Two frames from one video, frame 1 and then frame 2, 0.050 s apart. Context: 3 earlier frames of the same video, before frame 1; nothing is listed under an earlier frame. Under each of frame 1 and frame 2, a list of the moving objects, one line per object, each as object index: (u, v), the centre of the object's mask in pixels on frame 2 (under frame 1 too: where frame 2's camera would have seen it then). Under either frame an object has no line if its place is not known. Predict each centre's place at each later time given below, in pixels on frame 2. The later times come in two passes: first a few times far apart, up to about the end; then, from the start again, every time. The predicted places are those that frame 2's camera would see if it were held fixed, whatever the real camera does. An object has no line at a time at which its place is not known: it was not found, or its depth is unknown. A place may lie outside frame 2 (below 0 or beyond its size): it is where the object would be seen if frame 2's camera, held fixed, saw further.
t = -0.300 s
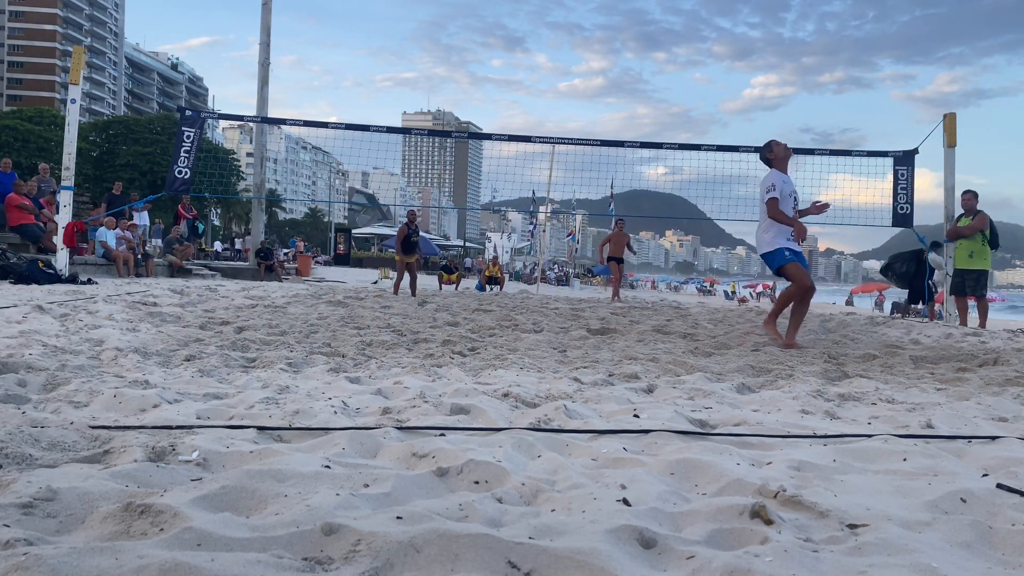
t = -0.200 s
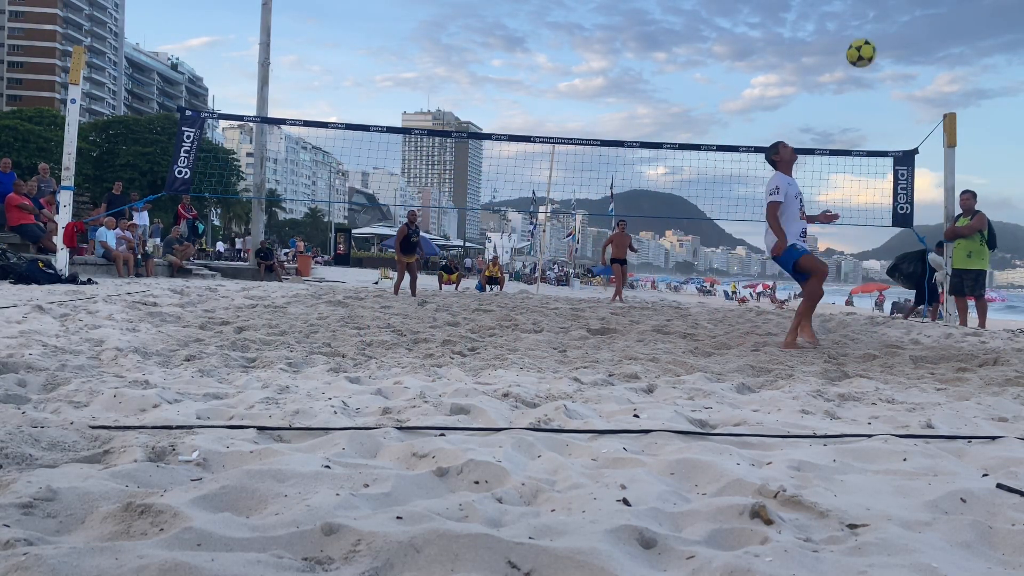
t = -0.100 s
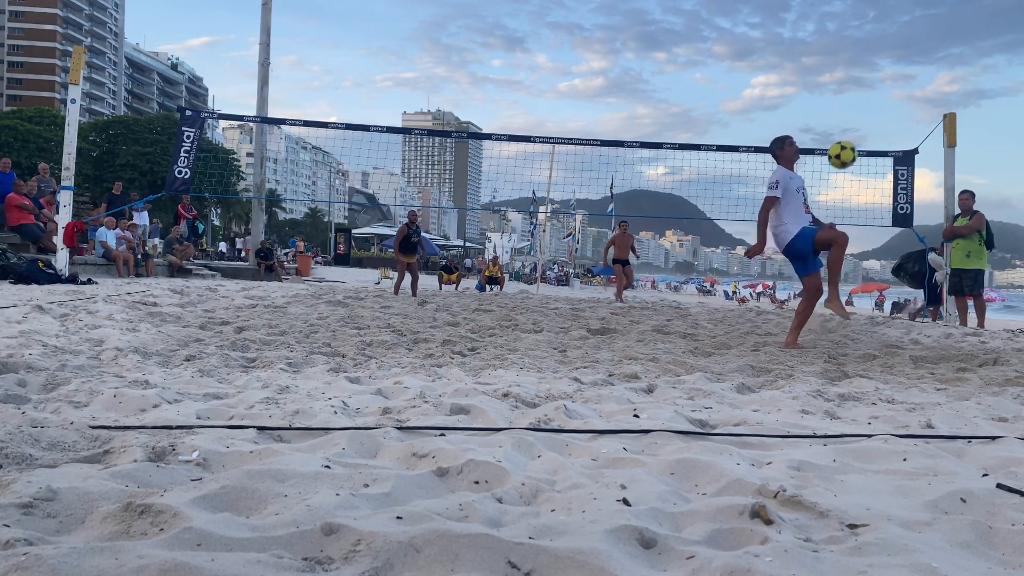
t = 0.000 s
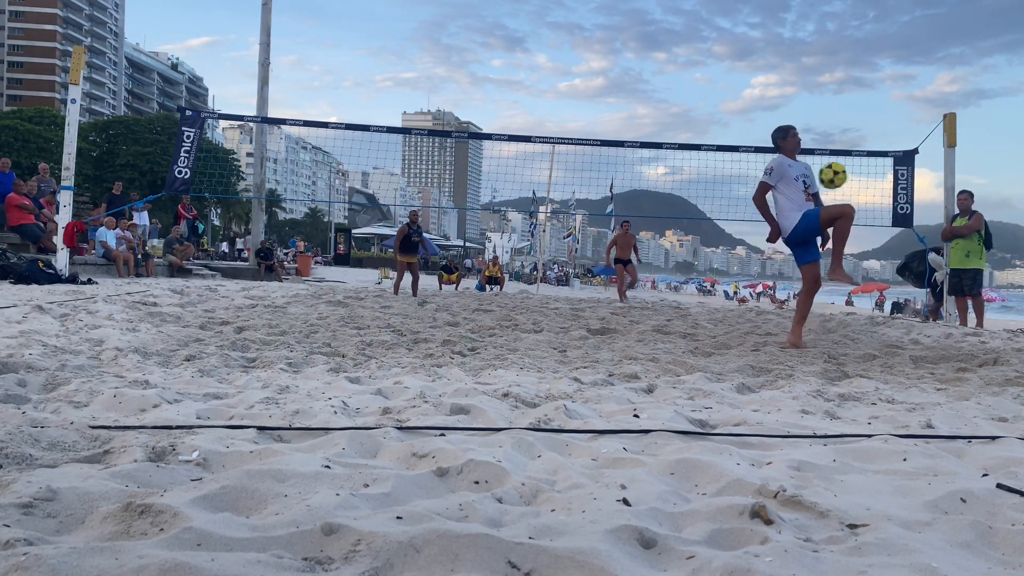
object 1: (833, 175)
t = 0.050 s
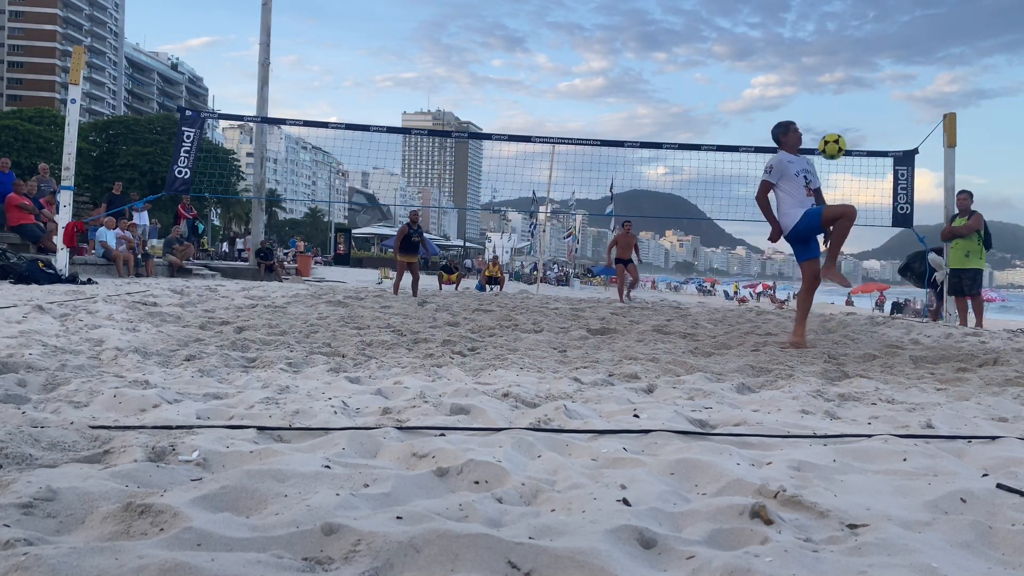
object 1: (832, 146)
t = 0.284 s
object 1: (829, 64)
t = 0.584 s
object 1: (821, 57)
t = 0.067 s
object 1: (832, 137)
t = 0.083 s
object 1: (832, 129)
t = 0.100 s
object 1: (832, 122)
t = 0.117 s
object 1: (832, 114)
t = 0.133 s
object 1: (831, 107)
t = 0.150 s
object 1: (831, 101)
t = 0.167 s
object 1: (831, 95)
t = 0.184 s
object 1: (831, 89)
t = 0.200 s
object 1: (830, 84)
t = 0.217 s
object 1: (830, 79)
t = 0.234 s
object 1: (830, 75)
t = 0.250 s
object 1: (829, 71)
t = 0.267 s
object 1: (829, 67)
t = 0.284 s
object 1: (829, 64)
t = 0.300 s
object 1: (828, 61)
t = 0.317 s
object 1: (828, 58)
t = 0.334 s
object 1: (828, 56)
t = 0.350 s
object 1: (827, 54)
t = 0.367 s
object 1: (827, 53)
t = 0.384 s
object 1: (826, 51)
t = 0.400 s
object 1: (826, 50)
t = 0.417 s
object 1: (825, 49)
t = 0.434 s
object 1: (825, 49)
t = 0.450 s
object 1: (824, 49)
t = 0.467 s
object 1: (824, 49)
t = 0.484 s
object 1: (824, 49)
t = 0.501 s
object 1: (823, 49)
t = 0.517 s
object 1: (822, 51)
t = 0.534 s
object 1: (822, 52)
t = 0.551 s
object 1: (822, 53)
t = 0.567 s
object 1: (821, 55)
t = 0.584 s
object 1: (821, 57)
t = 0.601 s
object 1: (820, 59)
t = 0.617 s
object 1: (819, 61)
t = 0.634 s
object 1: (819, 64)
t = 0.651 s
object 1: (818, 67)
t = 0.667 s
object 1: (818, 70)
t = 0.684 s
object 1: (817, 73)
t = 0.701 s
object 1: (816, 77)
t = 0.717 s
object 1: (816, 80)
